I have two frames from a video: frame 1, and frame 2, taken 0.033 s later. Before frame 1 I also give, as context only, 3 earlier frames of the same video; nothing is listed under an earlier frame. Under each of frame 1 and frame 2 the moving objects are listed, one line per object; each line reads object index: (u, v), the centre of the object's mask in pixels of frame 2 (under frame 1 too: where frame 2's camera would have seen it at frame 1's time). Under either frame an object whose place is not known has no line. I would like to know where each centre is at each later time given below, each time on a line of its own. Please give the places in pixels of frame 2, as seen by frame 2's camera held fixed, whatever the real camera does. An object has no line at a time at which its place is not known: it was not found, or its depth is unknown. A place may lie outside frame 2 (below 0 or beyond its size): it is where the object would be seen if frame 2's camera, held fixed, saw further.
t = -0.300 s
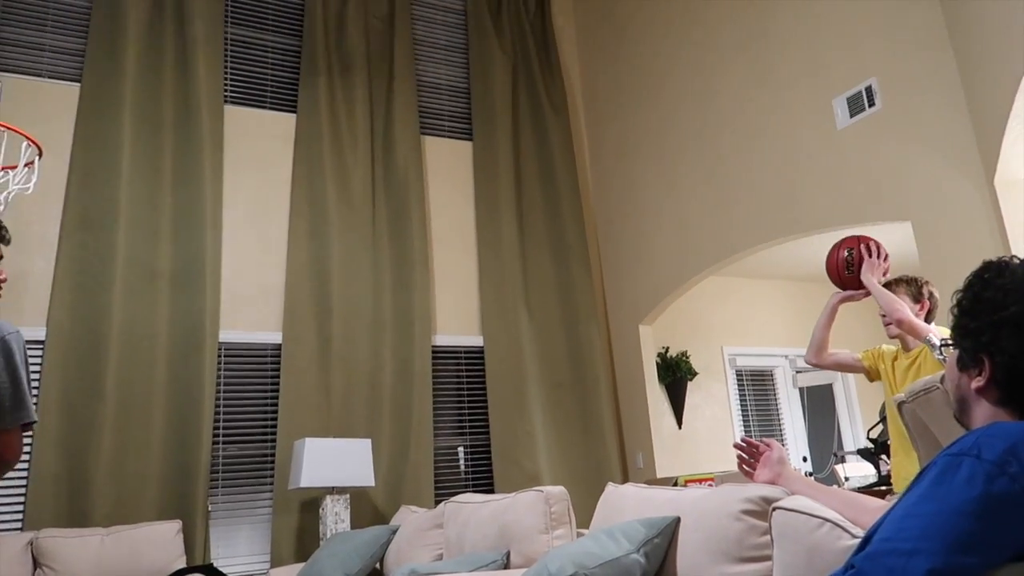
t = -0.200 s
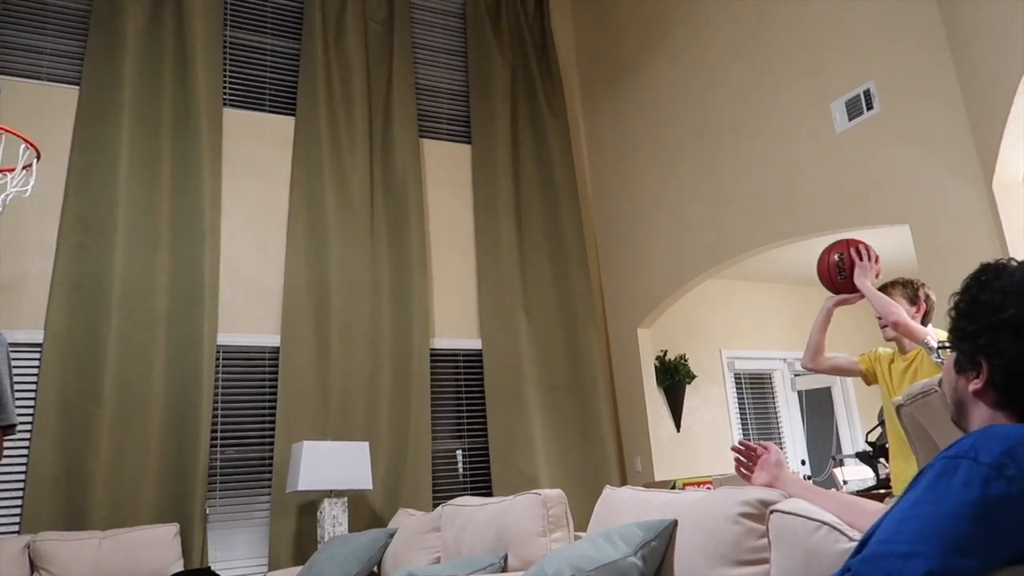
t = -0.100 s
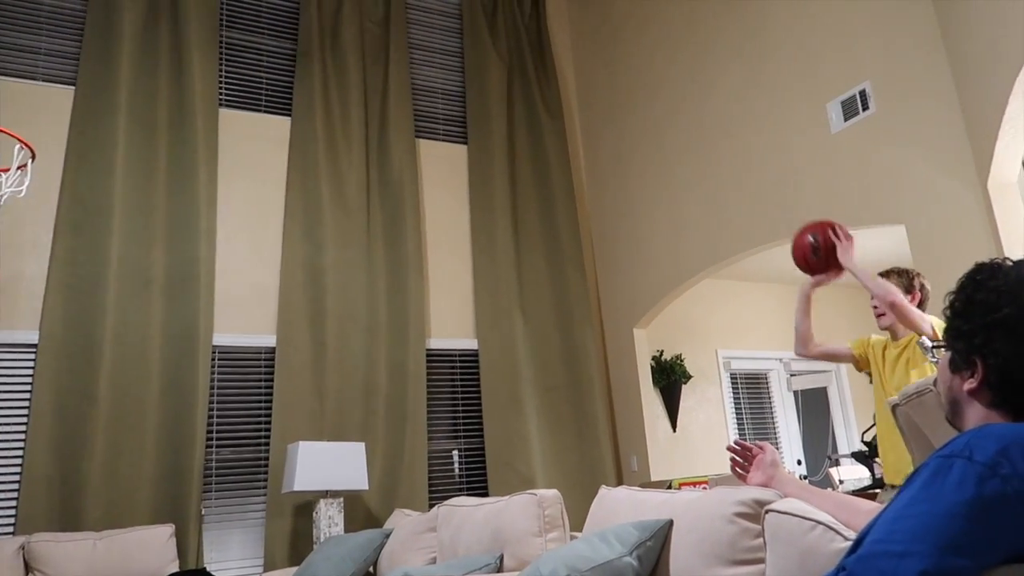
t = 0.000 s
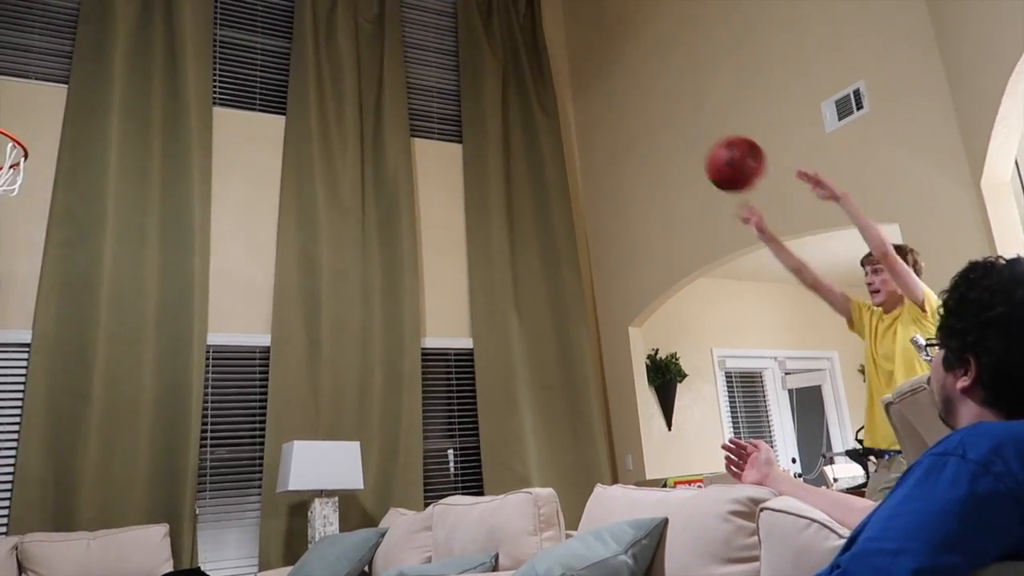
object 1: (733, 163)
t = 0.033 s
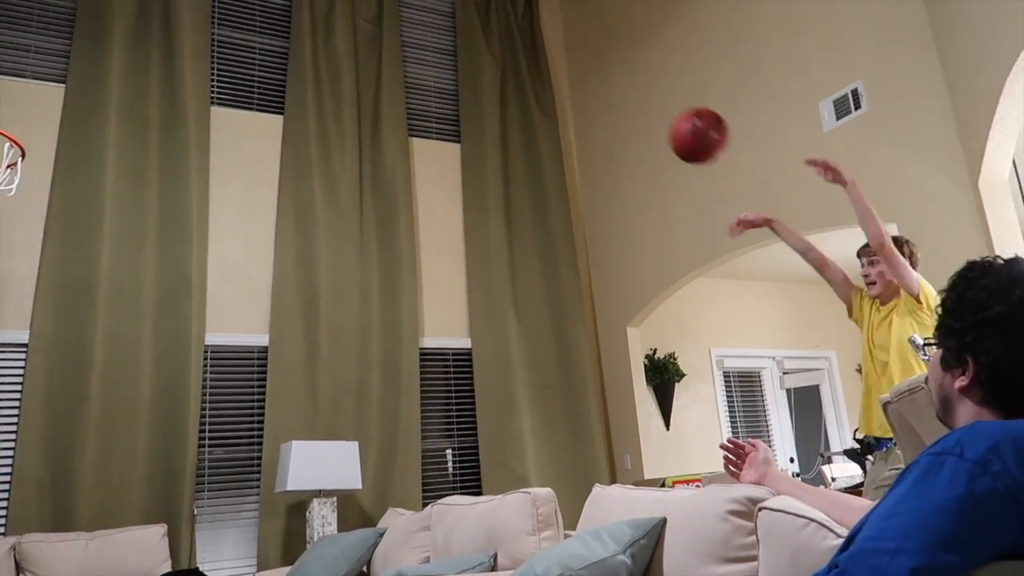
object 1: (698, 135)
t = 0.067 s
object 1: (663, 109)
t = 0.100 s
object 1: (630, 87)
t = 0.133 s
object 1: (596, 66)
